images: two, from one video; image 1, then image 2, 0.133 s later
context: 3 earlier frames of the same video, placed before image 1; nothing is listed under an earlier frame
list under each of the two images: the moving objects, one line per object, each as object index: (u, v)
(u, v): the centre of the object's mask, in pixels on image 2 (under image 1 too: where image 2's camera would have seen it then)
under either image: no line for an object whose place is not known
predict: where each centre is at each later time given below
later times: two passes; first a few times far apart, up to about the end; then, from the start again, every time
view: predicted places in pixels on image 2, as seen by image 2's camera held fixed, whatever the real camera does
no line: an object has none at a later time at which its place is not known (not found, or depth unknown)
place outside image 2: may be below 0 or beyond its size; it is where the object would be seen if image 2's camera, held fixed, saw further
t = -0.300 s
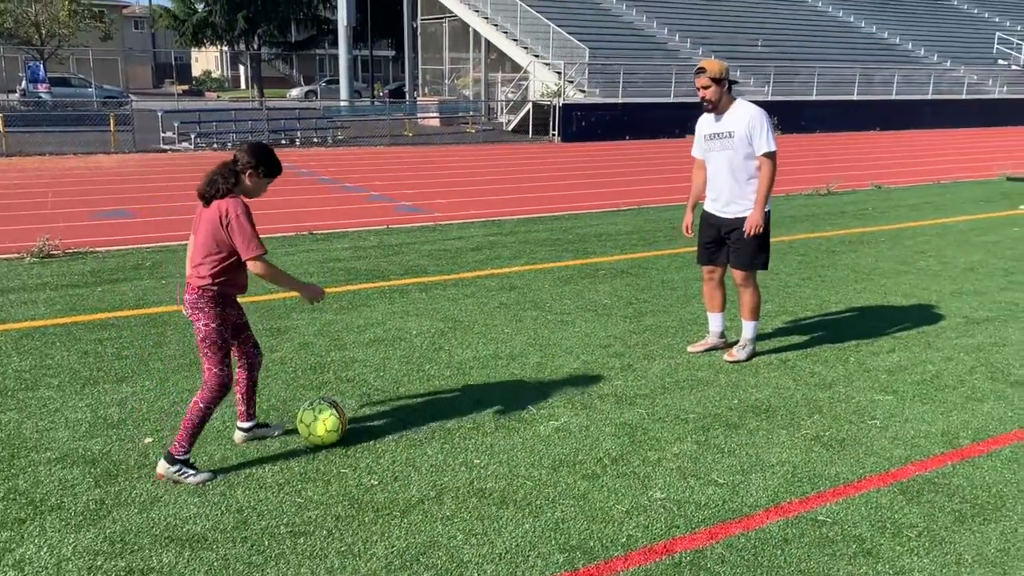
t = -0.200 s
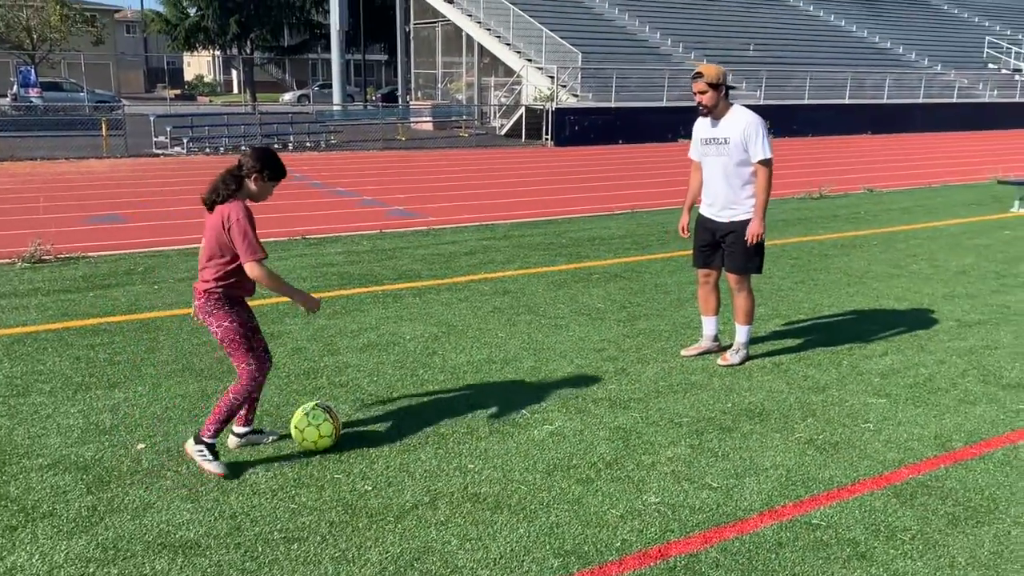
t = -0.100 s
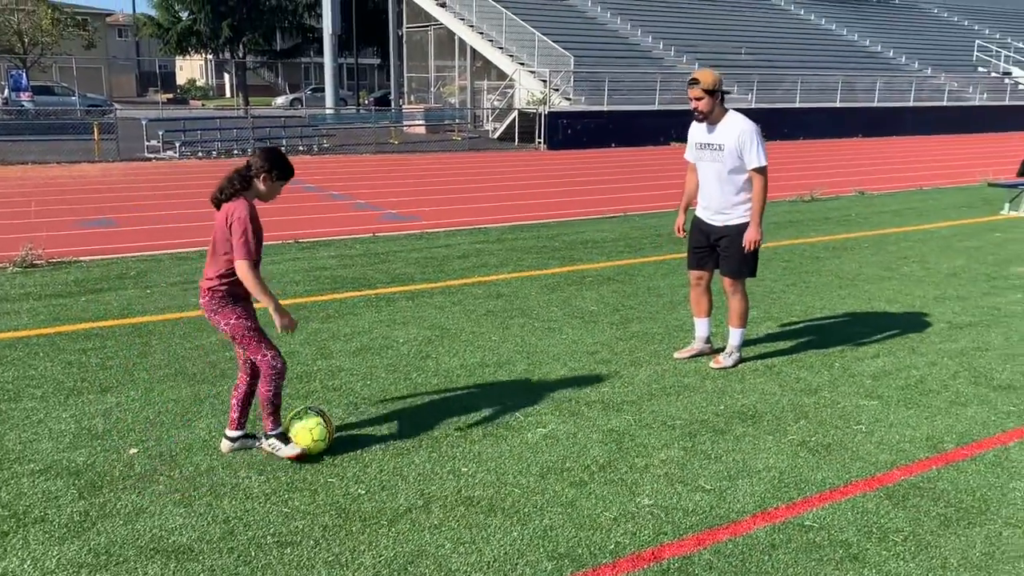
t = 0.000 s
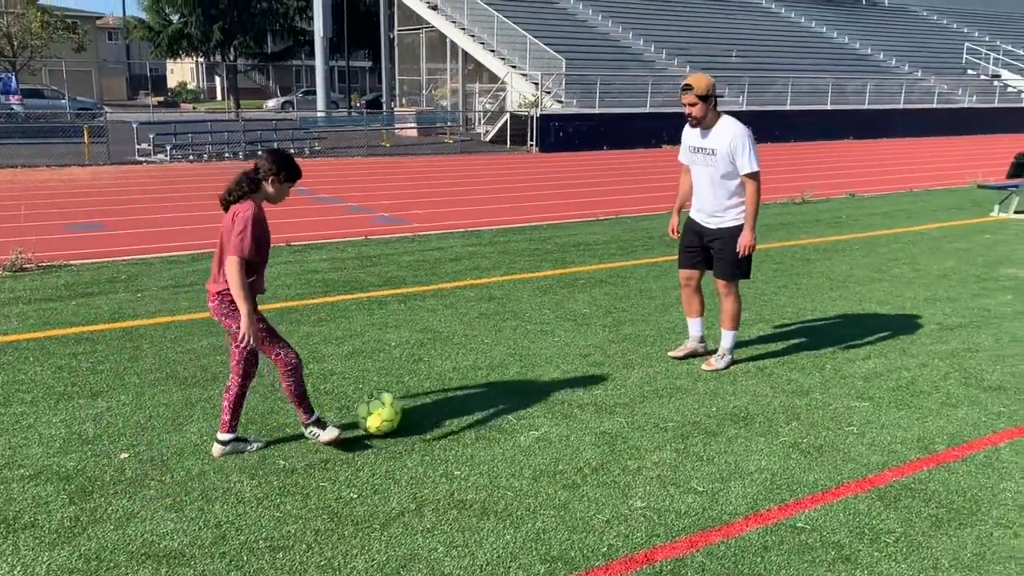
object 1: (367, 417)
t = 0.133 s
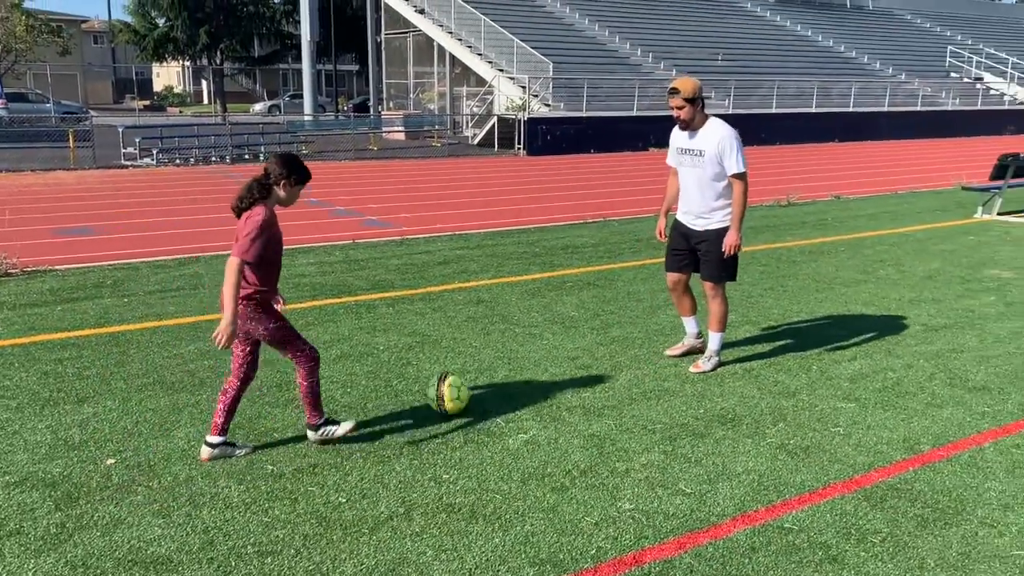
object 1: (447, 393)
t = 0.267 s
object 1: (508, 379)
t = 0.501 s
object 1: (579, 360)
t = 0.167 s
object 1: (465, 390)
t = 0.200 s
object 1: (482, 388)
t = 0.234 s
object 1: (496, 383)
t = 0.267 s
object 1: (508, 379)
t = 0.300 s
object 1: (521, 377)
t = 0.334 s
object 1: (532, 372)
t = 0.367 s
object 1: (542, 370)
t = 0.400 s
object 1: (552, 368)
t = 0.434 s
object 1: (561, 365)
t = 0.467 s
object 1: (570, 362)
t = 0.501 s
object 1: (579, 360)
